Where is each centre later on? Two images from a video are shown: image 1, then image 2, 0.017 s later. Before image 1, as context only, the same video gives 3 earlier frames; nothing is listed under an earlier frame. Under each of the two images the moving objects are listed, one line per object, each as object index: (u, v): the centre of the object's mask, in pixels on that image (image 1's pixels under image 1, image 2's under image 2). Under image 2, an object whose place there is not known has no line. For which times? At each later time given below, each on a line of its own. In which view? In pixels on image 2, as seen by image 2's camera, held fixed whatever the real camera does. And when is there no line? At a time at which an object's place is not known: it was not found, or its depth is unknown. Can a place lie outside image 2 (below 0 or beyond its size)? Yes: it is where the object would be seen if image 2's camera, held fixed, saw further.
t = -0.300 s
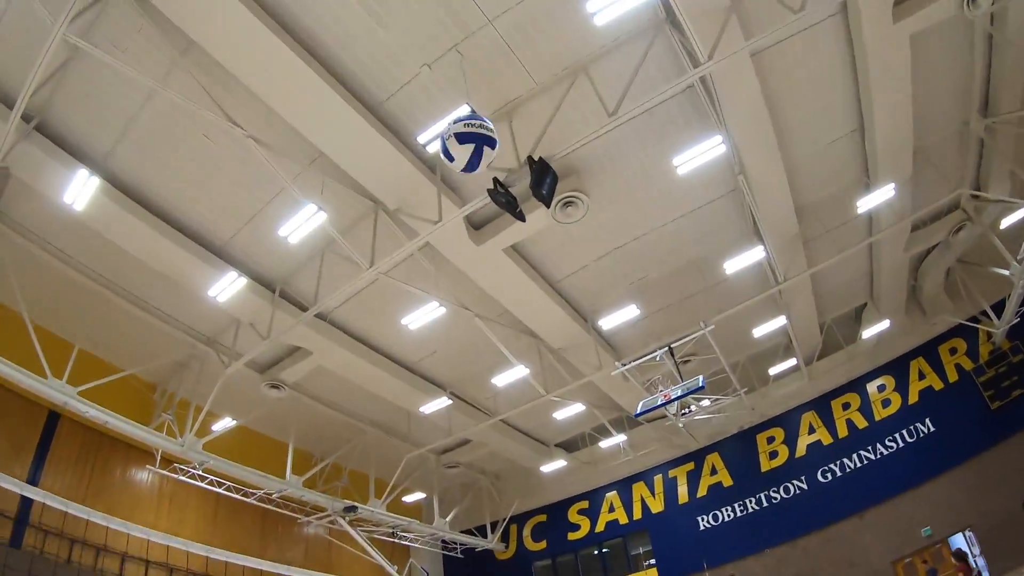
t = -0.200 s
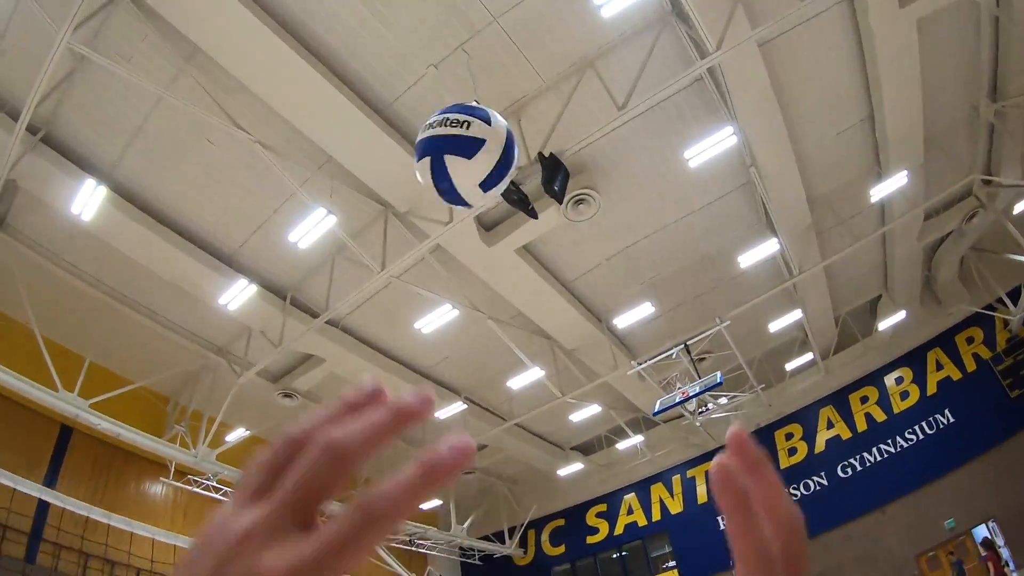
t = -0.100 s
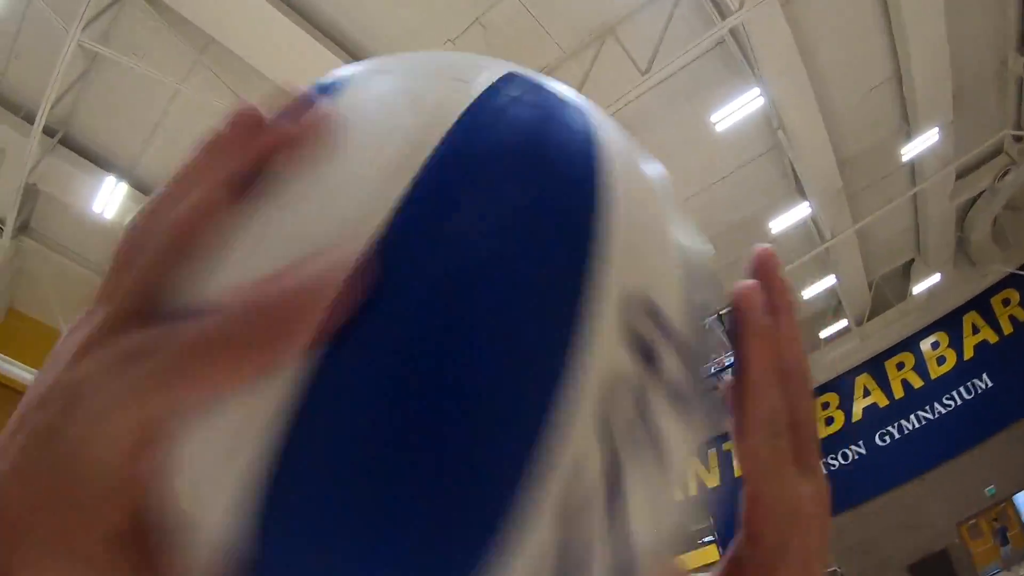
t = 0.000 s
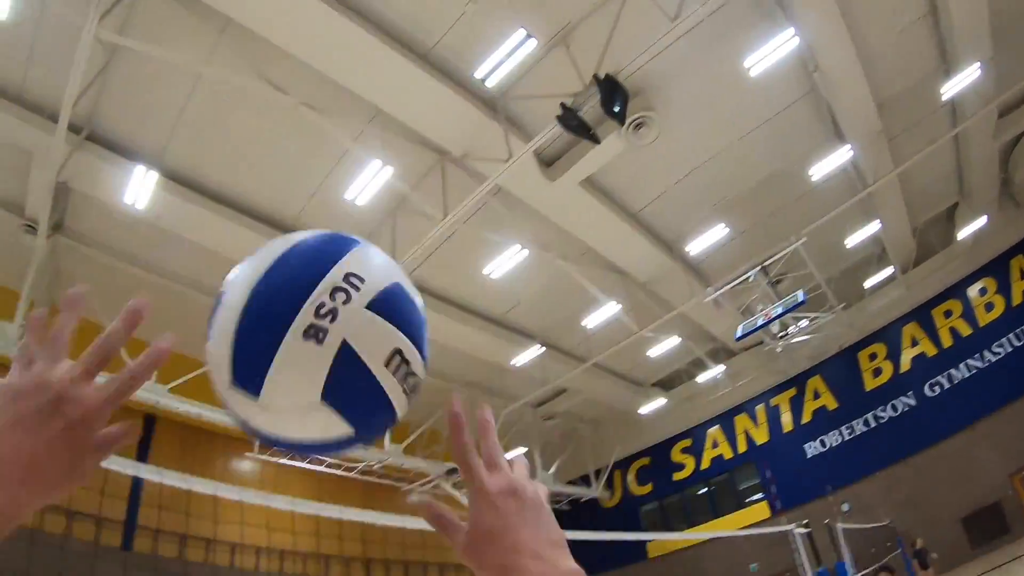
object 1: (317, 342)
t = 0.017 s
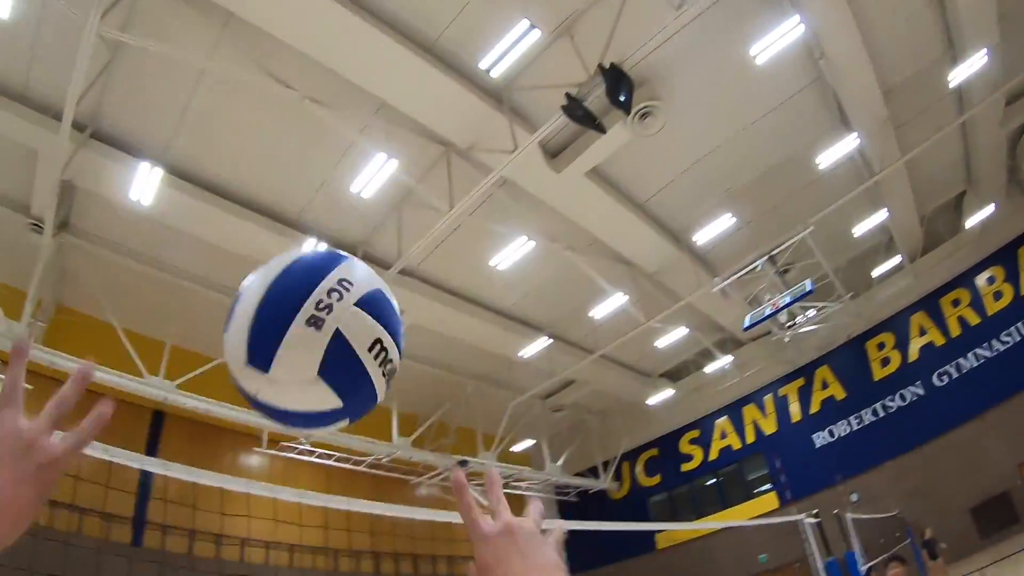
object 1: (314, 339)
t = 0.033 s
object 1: (304, 347)
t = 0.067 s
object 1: (293, 357)
